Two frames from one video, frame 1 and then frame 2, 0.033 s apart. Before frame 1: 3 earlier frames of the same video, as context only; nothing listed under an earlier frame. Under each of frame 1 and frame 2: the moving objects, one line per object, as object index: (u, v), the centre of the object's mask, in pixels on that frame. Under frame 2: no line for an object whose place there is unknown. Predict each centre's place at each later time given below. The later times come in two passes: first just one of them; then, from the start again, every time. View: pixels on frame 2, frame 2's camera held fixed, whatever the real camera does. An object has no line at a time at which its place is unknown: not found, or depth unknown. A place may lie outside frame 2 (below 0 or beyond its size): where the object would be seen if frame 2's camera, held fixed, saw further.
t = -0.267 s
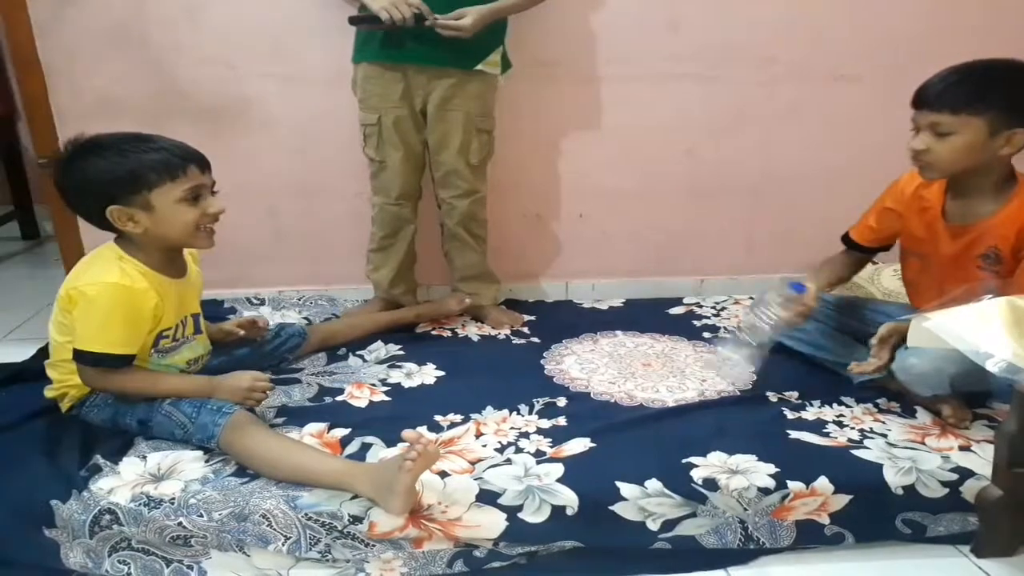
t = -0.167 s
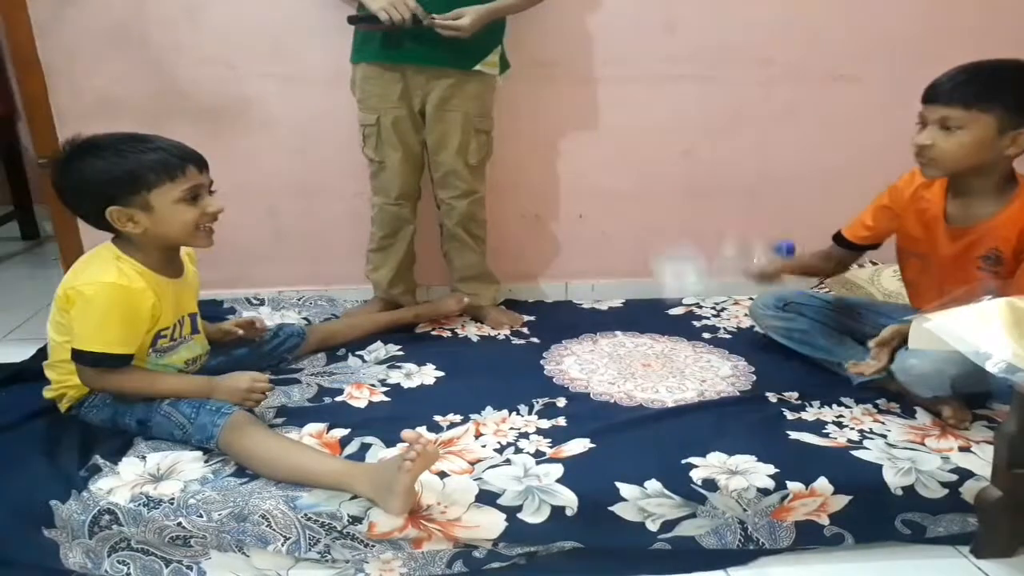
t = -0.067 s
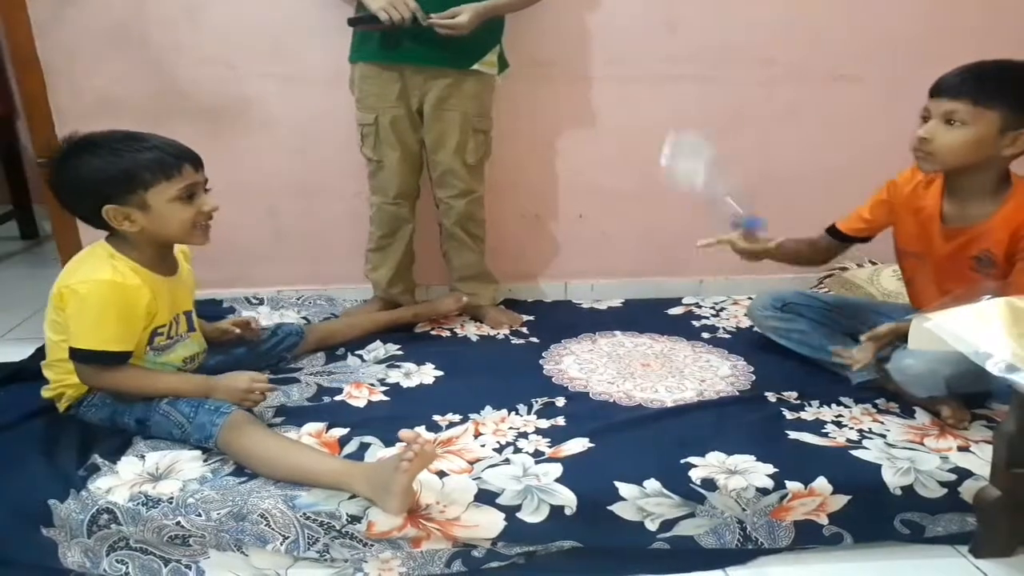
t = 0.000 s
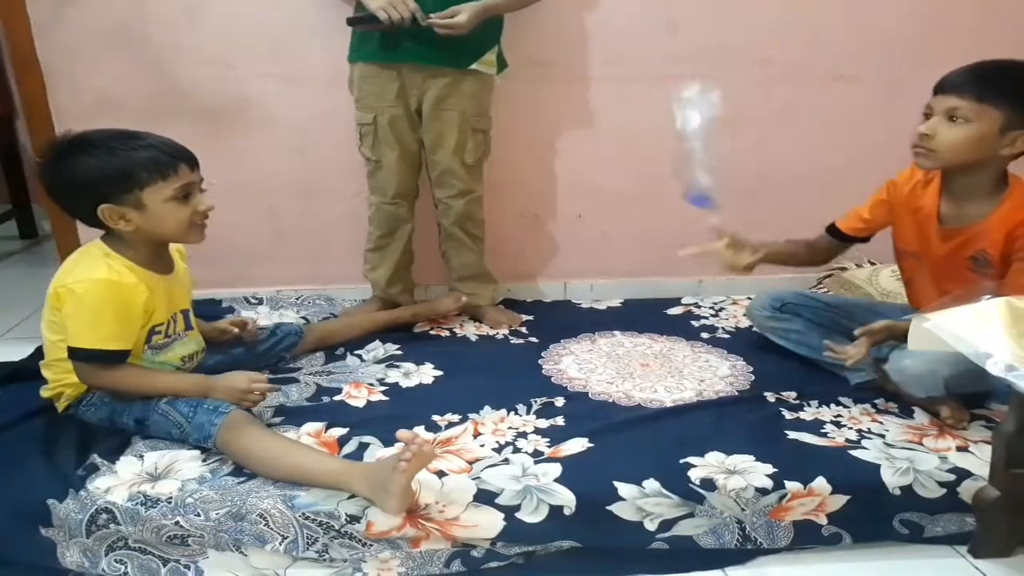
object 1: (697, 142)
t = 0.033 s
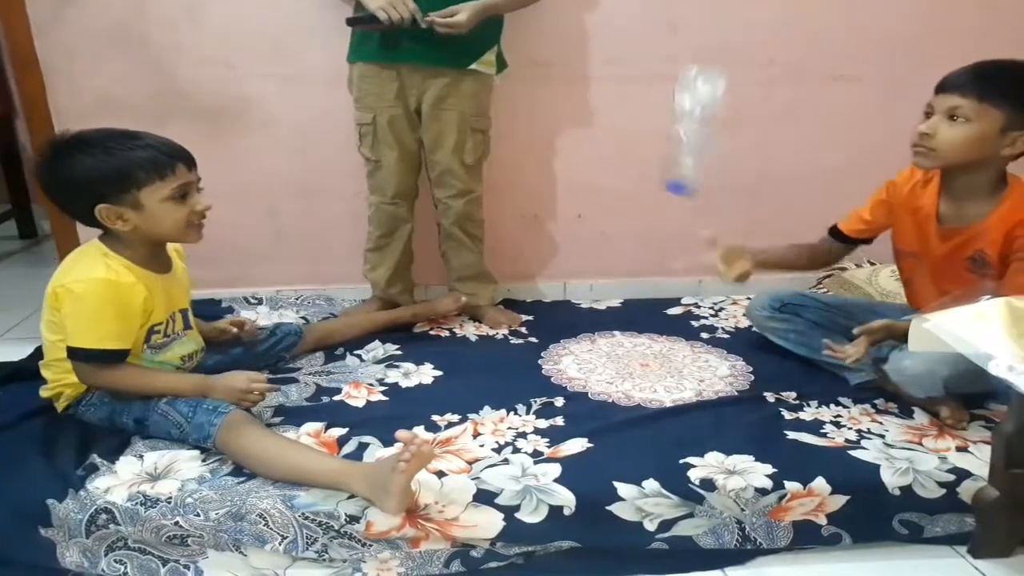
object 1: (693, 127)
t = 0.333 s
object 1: (656, 230)
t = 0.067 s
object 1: (688, 117)
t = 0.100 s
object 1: (680, 110)
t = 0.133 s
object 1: (675, 108)
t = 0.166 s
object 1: (670, 113)
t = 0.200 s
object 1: (667, 124)
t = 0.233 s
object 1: (665, 139)
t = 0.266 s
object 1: (663, 164)
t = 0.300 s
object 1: (659, 194)
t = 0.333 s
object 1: (656, 230)
